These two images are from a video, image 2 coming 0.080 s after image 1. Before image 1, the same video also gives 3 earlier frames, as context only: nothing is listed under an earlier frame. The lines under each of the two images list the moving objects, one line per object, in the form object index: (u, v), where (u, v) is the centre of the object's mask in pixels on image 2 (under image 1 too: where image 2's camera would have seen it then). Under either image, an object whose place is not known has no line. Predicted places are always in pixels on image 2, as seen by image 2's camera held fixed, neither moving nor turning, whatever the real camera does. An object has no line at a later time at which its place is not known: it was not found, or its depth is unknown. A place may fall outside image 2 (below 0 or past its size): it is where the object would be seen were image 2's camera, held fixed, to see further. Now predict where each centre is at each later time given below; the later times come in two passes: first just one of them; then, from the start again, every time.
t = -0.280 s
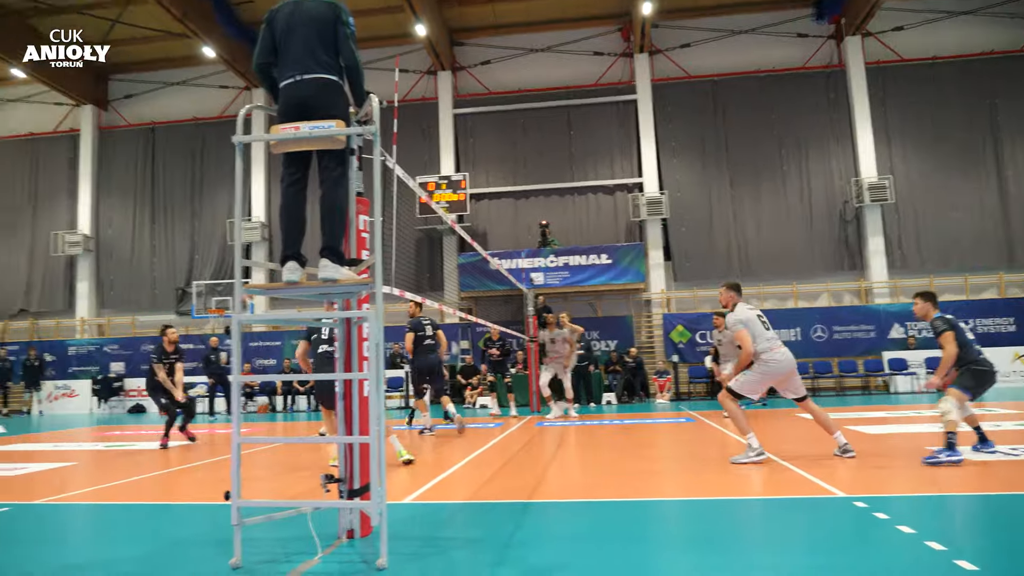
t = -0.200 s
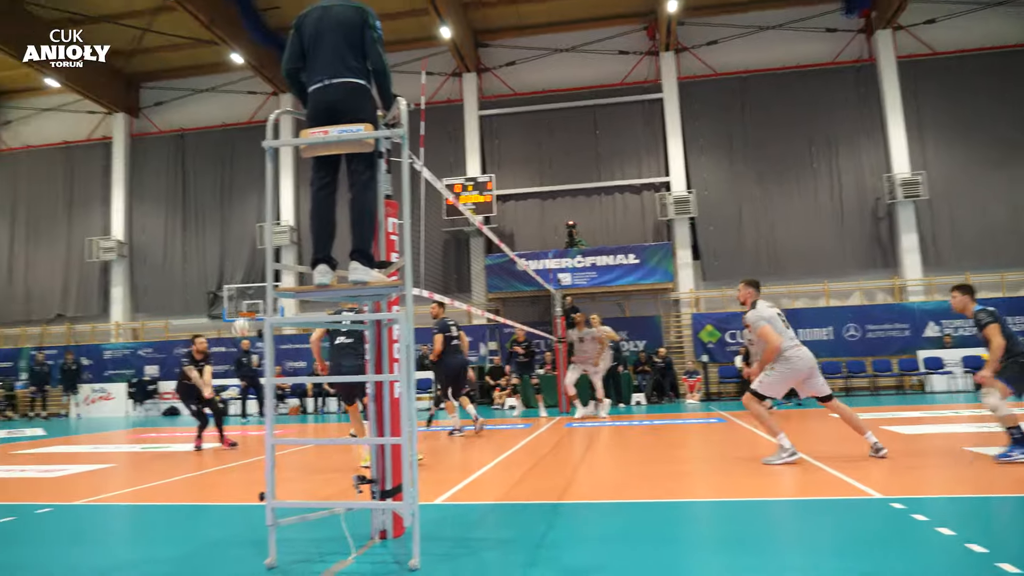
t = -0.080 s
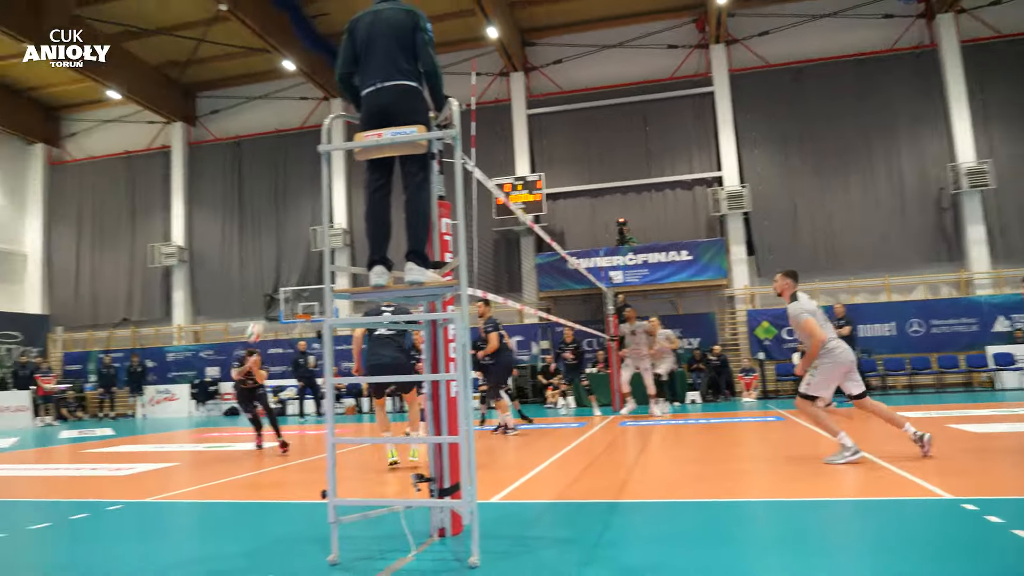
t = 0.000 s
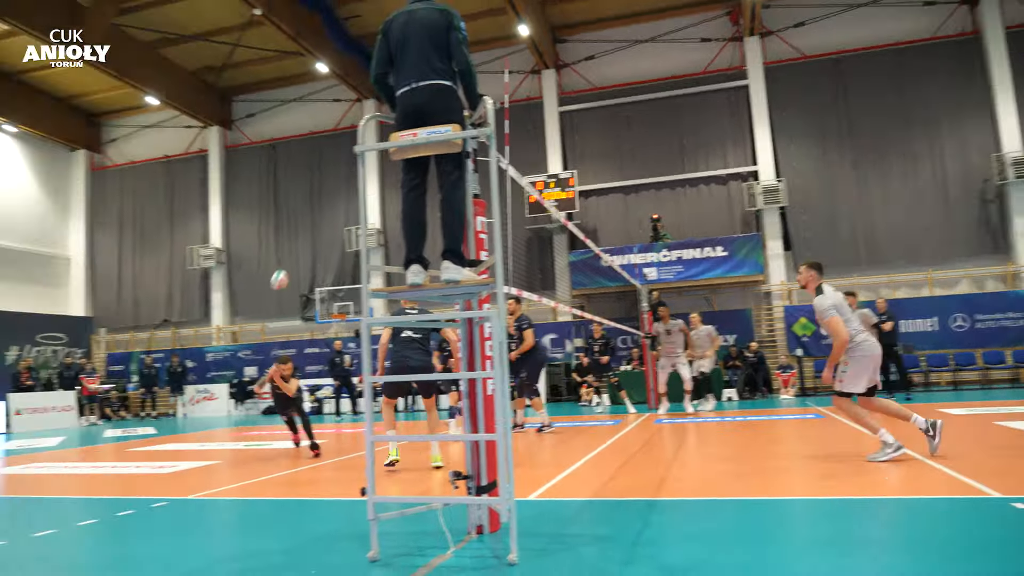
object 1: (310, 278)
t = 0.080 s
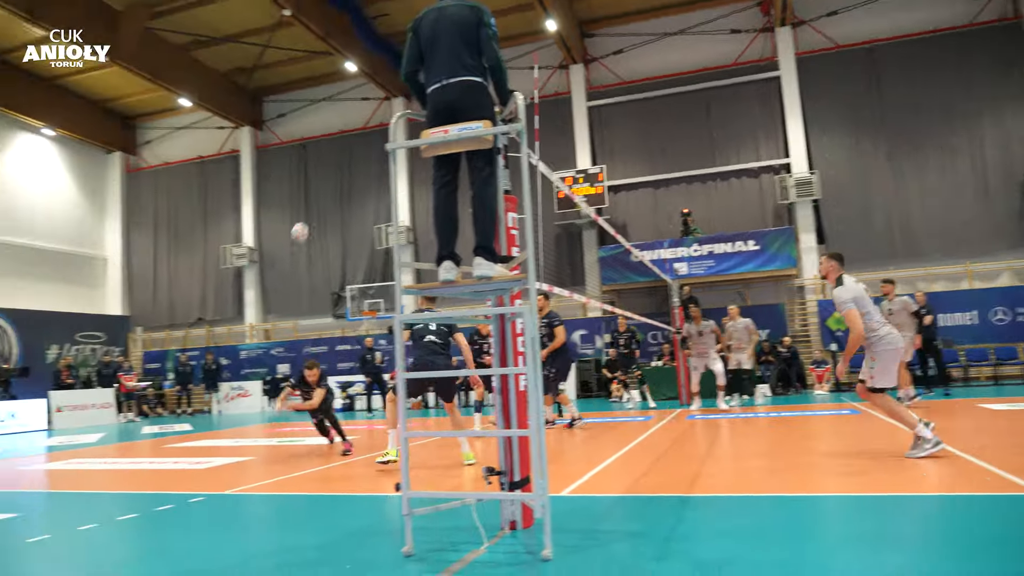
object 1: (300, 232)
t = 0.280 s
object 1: (276, 142)
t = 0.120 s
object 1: (295, 211)
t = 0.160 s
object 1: (290, 192)
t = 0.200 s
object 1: (285, 174)
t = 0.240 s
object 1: (280, 157)
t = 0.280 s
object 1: (276, 142)
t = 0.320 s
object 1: (272, 127)
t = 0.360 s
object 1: (267, 113)
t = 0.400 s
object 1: (262, 102)
